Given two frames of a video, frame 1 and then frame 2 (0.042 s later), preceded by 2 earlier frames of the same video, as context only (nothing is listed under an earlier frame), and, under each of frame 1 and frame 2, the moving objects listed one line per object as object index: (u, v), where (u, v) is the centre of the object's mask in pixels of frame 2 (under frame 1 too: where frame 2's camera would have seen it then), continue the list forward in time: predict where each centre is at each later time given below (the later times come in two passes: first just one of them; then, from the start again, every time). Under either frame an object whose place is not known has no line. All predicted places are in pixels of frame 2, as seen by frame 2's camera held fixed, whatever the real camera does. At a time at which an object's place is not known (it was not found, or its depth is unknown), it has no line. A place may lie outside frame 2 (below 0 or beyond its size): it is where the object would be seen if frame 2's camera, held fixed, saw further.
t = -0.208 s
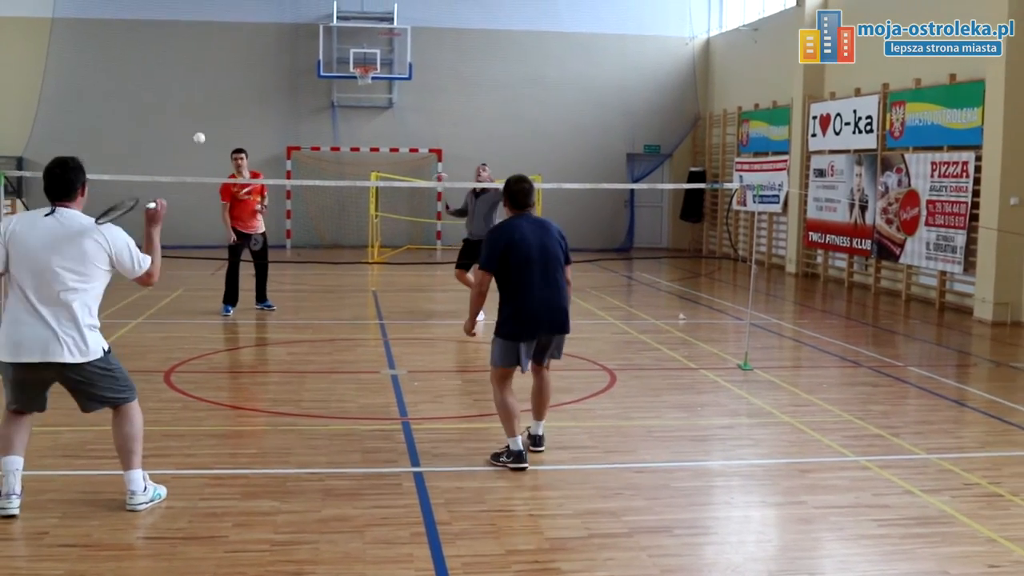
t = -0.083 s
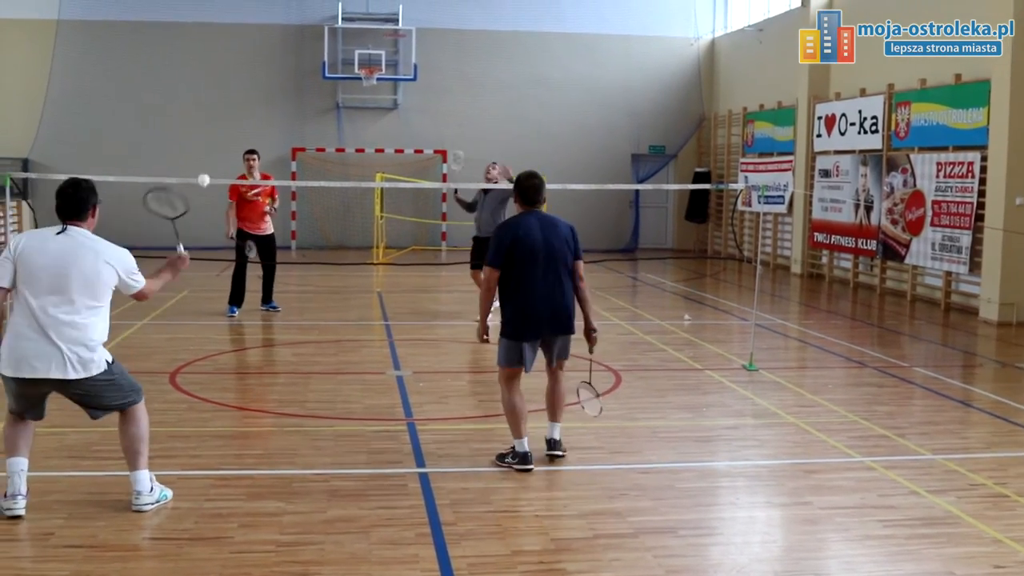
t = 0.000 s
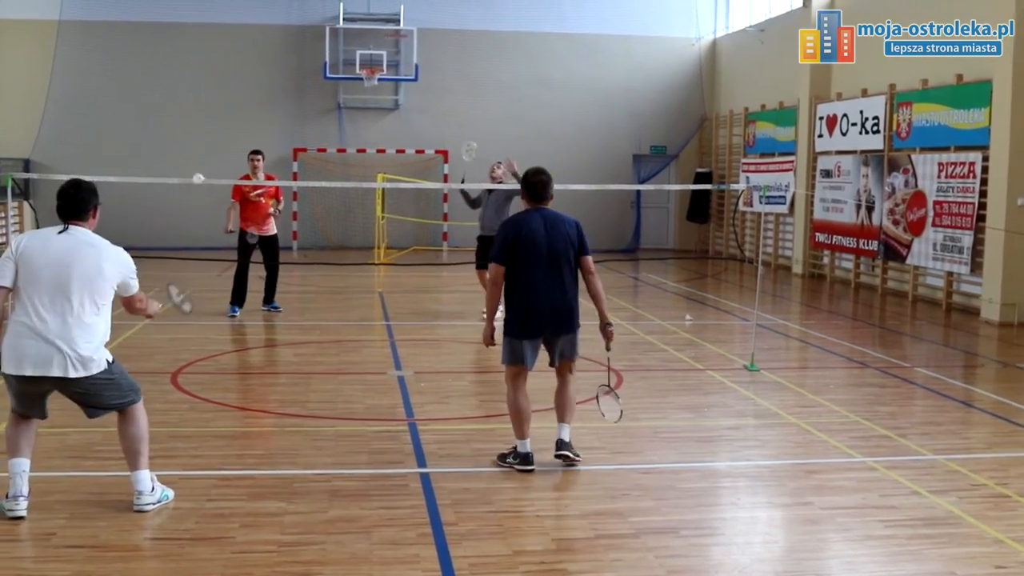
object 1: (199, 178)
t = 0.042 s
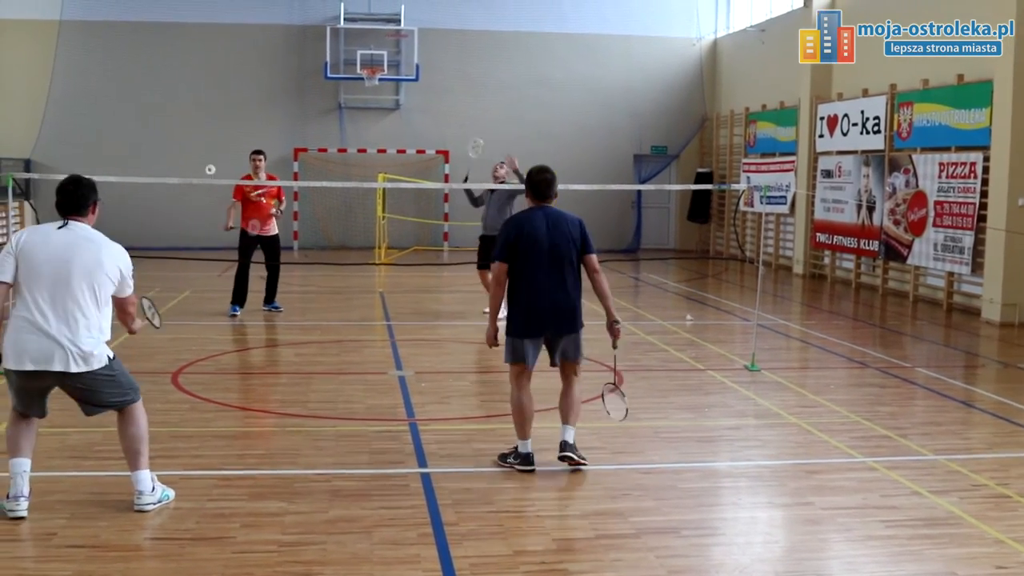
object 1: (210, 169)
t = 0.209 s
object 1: (220, 166)
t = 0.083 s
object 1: (213, 167)
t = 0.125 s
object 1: (214, 164)
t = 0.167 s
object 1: (217, 164)
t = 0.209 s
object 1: (220, 166)
